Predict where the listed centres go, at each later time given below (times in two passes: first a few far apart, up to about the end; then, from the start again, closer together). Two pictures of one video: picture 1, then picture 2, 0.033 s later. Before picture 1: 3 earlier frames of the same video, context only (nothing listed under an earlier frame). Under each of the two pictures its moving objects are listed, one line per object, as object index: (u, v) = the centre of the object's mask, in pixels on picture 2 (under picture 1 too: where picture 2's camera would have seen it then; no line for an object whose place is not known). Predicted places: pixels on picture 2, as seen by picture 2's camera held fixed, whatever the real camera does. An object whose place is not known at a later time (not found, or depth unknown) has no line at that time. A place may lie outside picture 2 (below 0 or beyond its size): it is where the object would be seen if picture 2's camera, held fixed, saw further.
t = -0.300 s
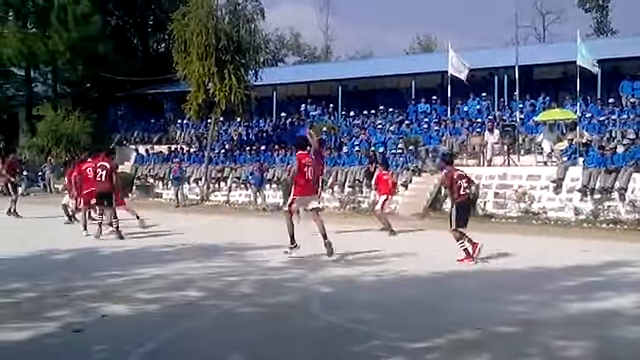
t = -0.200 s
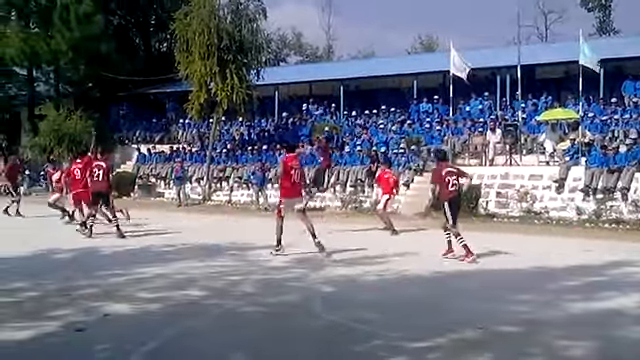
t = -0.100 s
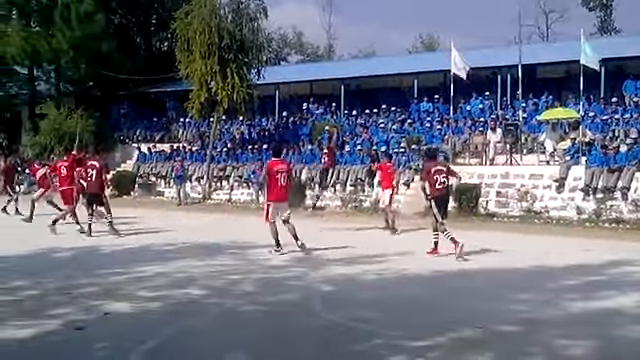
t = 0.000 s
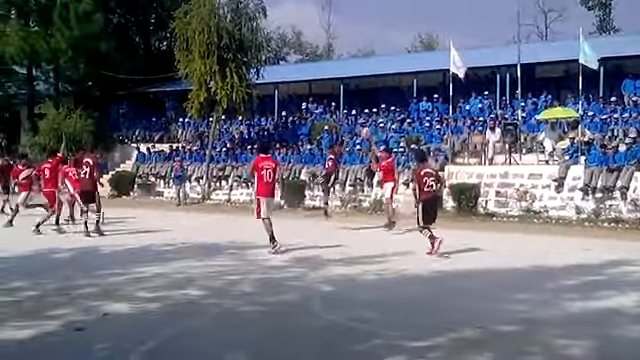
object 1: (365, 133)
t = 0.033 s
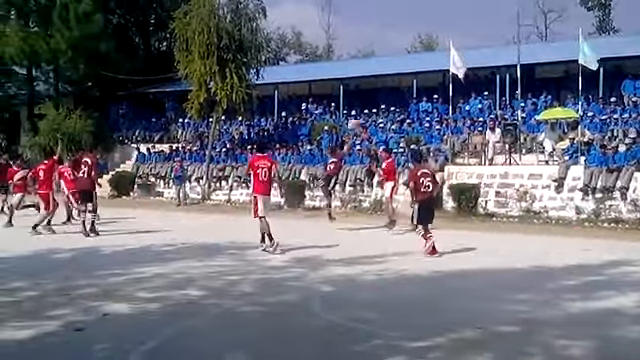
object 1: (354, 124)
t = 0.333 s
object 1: (235, 74)
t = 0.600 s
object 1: (132, 61)
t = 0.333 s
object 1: (235, 74)
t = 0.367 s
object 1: (221, 72)
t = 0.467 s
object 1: (181, 63)
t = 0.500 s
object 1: (169, 62)
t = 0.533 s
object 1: (157, 62)
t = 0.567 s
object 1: (144, 61)
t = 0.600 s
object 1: (132, 61)
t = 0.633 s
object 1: (119, 62)
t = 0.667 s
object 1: (106, 63)
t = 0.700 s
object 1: (94, 65)
